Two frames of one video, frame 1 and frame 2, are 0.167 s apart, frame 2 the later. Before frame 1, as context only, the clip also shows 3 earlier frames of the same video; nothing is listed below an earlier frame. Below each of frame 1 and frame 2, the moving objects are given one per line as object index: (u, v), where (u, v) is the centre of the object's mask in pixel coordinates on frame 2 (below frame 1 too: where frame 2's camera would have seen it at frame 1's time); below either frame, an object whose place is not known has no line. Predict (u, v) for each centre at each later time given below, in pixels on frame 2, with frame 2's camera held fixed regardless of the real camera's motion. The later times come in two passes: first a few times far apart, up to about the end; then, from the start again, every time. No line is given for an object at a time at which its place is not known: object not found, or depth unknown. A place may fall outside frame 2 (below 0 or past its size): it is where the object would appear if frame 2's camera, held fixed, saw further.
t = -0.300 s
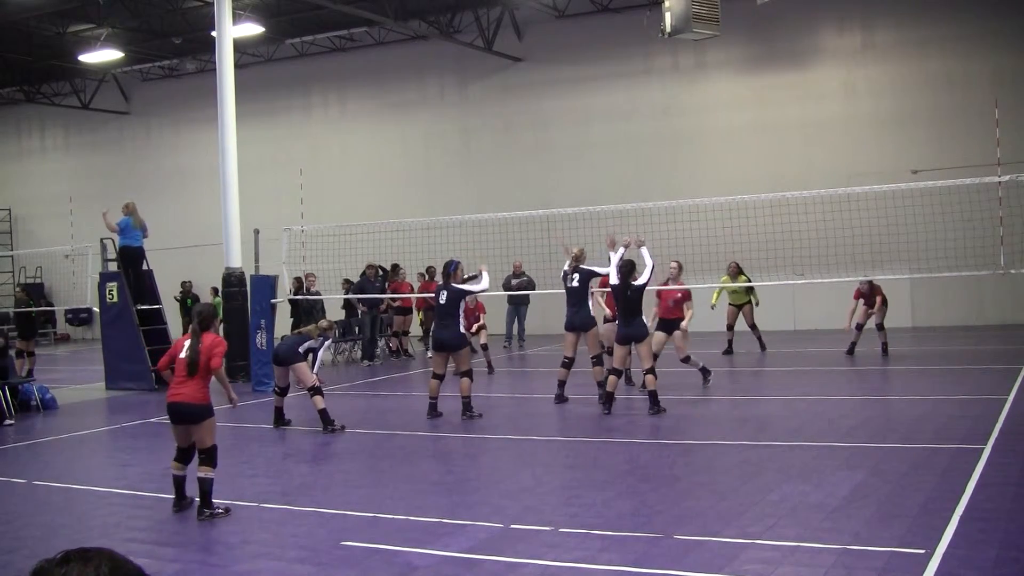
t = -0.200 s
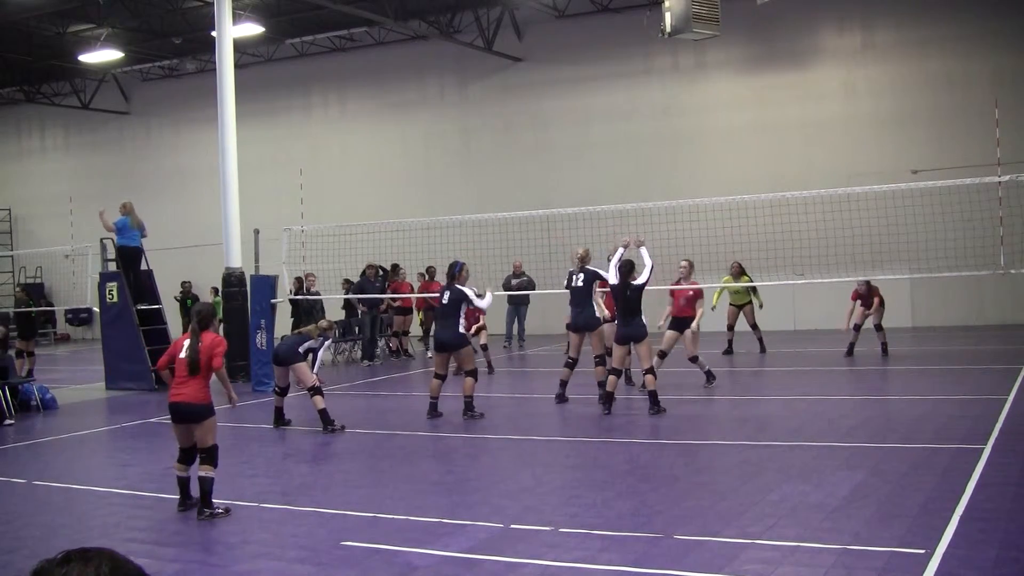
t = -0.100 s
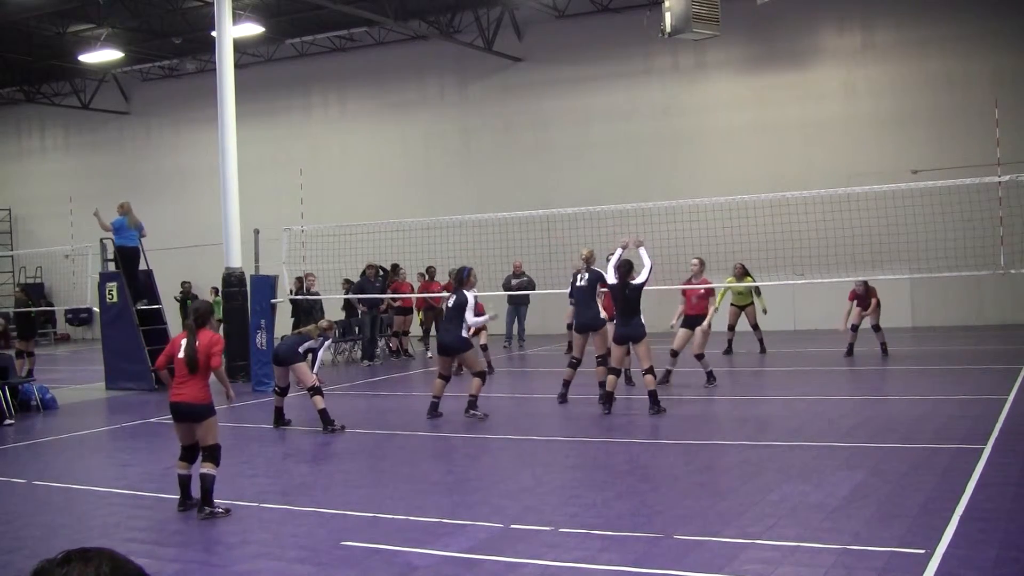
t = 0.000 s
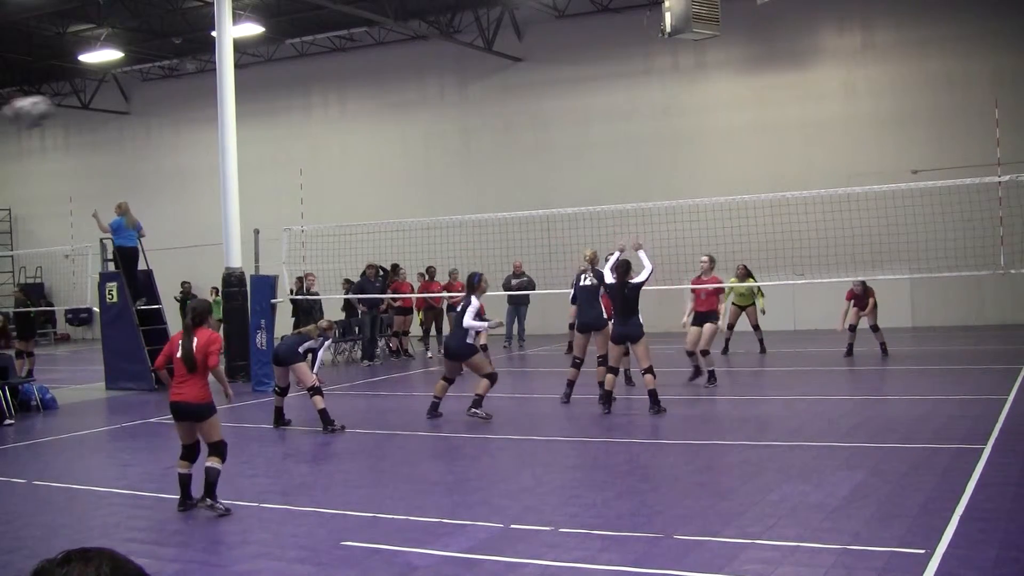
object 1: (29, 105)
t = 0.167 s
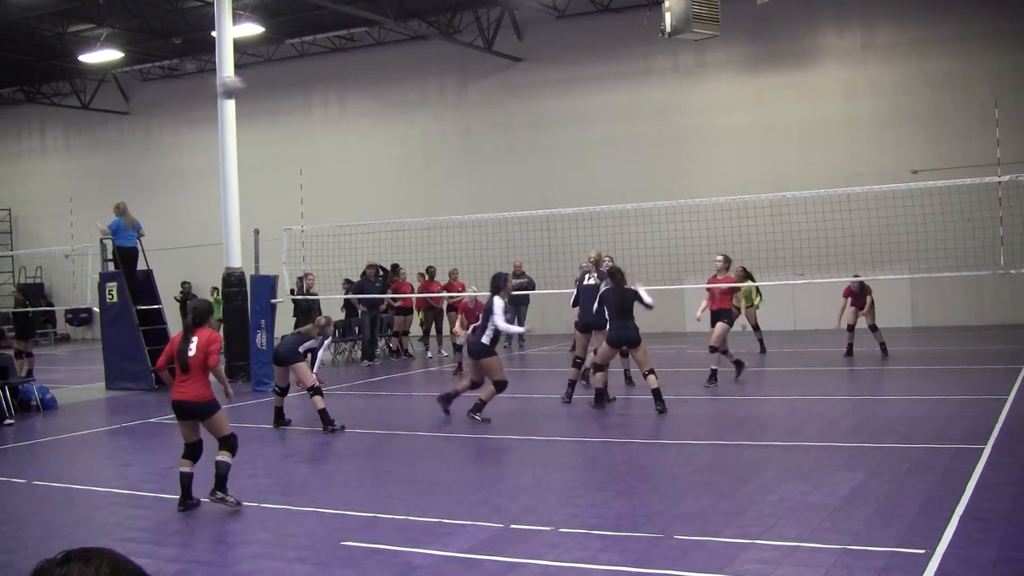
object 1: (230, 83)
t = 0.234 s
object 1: (286, 83)
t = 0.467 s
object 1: (428, 121)
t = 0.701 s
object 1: (518, 182)
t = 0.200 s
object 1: (258, 82)
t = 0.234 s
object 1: (286, 83)
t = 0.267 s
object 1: (311, 86)
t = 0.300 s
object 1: (335, 89)
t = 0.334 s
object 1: (356, 94)
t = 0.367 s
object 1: (375, 100)
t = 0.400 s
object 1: (394, 107)
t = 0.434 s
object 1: (411, 113)
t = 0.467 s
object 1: (428, 121)
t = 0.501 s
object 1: (444, 129)
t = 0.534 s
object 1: (457, 136)
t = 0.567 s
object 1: (473, 144)
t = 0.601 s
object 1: (485, 154)
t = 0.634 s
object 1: (496, 163)
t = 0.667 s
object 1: (508, 173)
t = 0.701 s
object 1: (518, 182)
